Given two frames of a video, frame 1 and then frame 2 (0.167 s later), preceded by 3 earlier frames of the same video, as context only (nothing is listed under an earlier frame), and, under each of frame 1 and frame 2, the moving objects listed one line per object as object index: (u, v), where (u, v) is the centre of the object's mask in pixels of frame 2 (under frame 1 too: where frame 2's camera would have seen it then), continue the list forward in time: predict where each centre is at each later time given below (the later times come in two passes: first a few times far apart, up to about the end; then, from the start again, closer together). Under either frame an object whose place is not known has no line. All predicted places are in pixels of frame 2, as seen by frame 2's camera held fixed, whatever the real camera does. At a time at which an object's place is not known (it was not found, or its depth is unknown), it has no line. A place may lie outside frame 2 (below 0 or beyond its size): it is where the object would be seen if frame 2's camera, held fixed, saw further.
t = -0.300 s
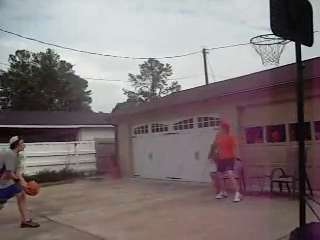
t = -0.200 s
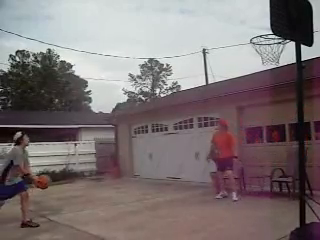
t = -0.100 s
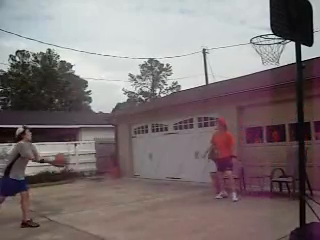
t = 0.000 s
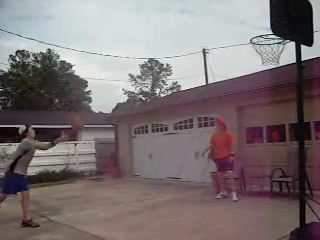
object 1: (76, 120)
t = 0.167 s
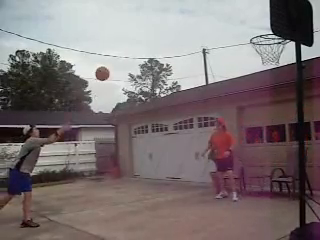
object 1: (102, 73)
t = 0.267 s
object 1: (117, 52)
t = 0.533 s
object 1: (158, 24)
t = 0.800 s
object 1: (200, 35)
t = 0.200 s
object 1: (107, 65)
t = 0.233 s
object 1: (112, 58)
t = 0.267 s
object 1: (117, 52)
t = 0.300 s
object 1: (122, 45)
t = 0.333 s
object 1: (127, 40)
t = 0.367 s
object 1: (133, 36)
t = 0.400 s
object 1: (138, 32)
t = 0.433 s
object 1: (143, 29)
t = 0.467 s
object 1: (148, 27)
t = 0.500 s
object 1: (153, 25)
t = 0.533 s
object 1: (158, 24)
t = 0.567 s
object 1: (164, 23)
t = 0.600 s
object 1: (169, 23)
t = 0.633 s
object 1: (174, 23)
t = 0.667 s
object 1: (179, 24)
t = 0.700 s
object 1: (184, 26)
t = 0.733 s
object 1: (190, 29)
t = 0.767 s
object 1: (195, 32)
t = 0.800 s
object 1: (200, 35)
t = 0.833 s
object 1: (206, 40)
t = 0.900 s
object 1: (217, 50)
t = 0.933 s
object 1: (222, 57)
